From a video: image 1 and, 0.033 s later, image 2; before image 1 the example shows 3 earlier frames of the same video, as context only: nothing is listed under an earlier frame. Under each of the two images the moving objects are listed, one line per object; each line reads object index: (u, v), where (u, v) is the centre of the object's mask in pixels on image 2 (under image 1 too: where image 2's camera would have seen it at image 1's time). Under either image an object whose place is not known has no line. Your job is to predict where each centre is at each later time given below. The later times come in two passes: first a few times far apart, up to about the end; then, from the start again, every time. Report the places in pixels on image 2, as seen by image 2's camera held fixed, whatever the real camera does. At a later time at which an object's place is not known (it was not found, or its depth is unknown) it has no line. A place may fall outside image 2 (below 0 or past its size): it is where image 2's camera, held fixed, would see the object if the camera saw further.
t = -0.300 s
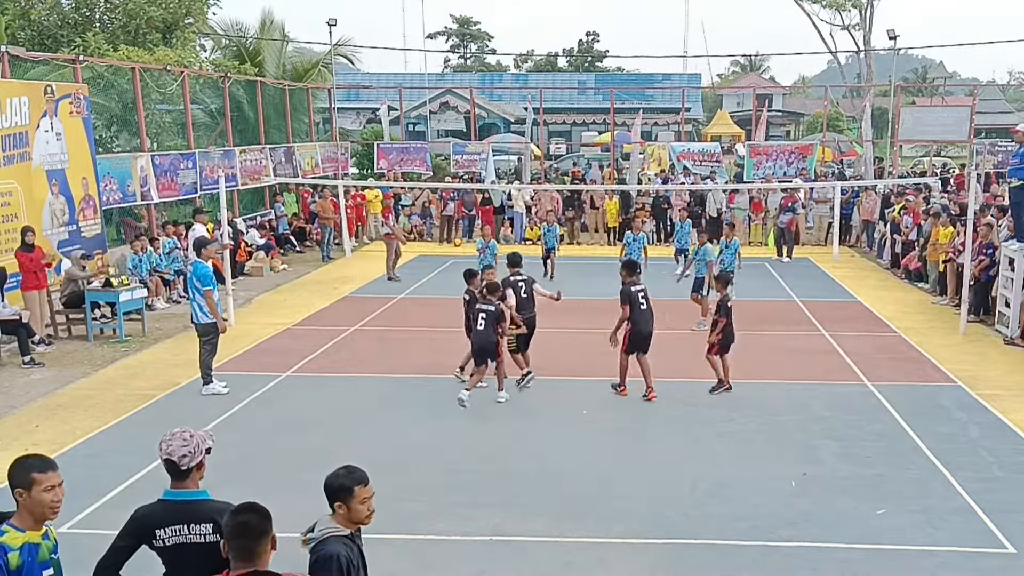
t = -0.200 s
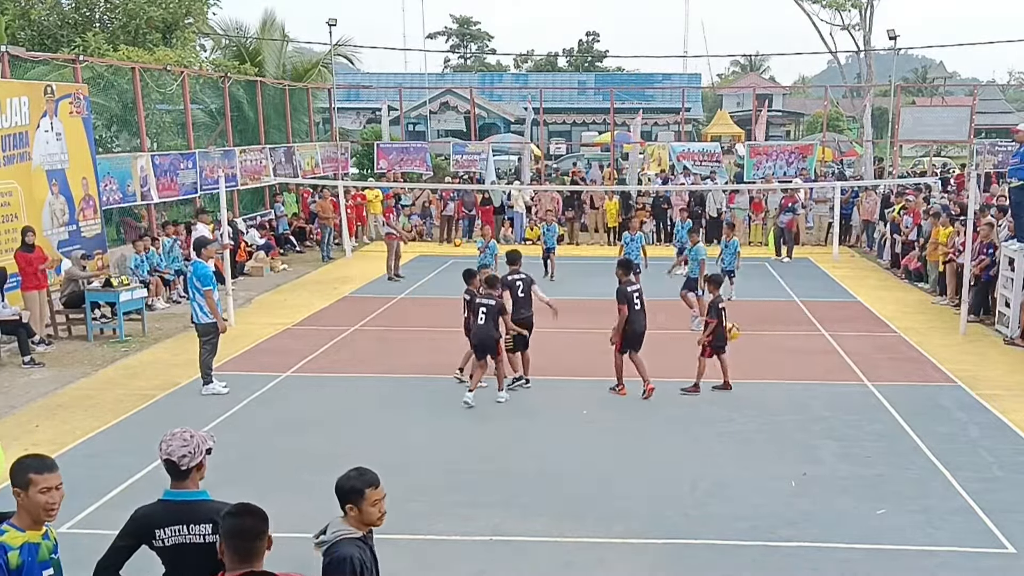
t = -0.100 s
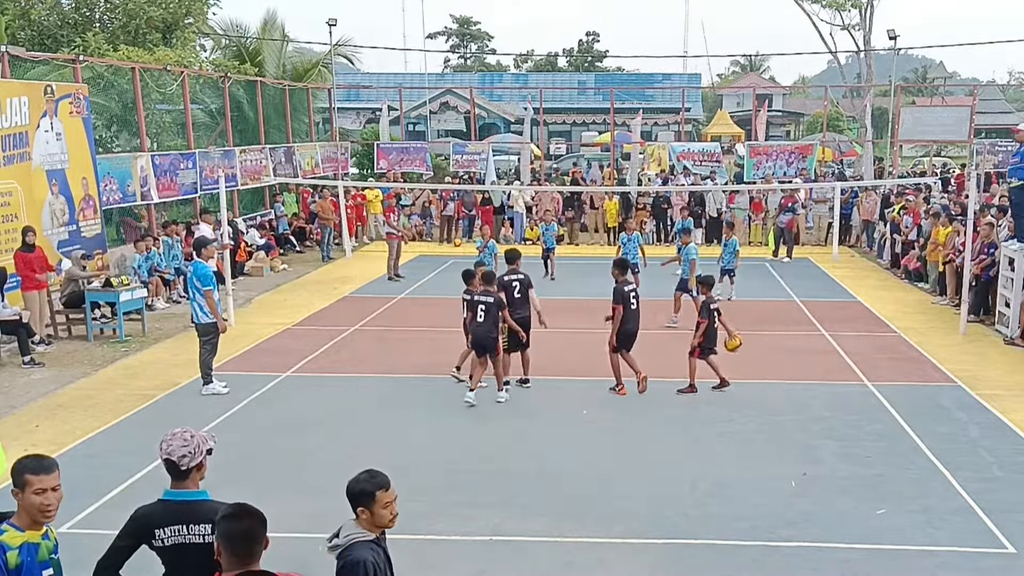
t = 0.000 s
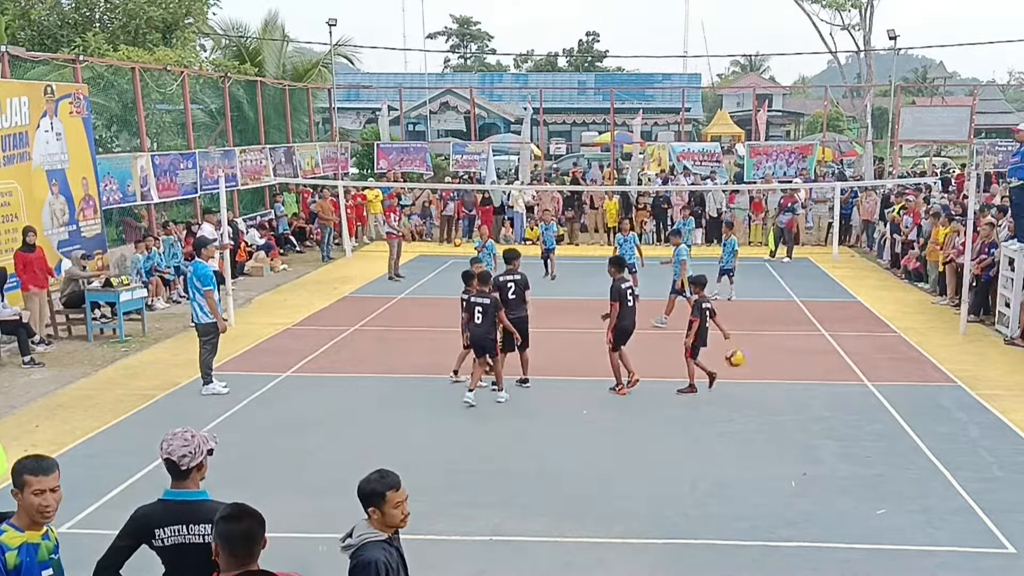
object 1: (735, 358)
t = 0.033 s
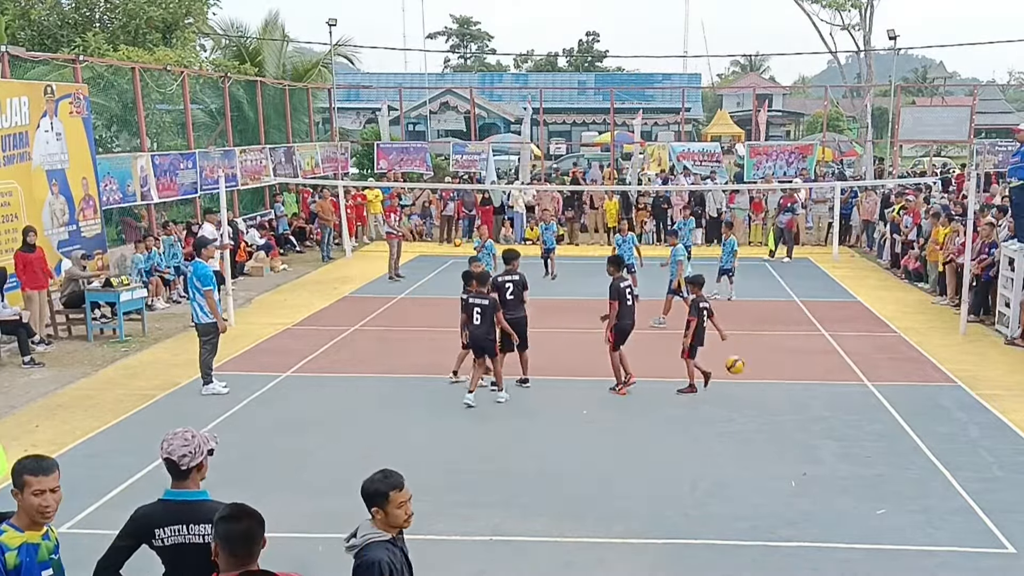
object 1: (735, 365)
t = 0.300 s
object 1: (741, 371)
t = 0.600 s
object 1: (749, 401)
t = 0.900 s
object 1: (755, 401)
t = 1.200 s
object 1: (760, 428)
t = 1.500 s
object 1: (767, 461)
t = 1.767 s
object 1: (777, 475)
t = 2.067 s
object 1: (788, 501)
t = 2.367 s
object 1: (801, 531)
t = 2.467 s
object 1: (806, 535)
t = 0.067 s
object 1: (735, 373)
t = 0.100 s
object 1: (736, 381)
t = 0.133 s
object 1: (736, 389)
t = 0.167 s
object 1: (737, 383)
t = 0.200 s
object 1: (738, 379)
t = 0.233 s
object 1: (739, 375)
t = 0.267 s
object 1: (740, 372)
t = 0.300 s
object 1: (741, 371)
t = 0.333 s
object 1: (742, 370)
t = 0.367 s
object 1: (743, 371)
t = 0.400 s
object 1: (744, 372)
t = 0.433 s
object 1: (745, 374)
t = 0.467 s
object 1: (746, 377)
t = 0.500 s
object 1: (747, 382)
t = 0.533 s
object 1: (748, 387)
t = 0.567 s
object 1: (749, 393)
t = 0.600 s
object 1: (749, 401)
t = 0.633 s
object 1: (750, 410)
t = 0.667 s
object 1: (751, 409)
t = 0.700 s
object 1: (752, 405)
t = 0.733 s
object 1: (752, 402)
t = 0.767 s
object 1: (752, 399)
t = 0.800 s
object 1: (753, 398)
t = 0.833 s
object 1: (754, 398)
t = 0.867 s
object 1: (755, 399)
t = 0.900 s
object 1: (755, 401)
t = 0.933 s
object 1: (755, 404)
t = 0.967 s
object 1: (755, 408)
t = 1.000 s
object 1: (756, 414)
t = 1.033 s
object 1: (756, 420)
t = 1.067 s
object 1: (757, 428)
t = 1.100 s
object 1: (757, 437)
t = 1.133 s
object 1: (758, 432)
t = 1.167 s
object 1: (759, 429)
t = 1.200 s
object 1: (760, 428)
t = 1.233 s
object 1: (761, 427)
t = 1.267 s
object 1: (762, 427)
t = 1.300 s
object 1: (762, 429)
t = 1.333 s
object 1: (763, 432)
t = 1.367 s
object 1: (764, 435)
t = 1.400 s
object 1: (765, 441)
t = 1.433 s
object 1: (766, 448)
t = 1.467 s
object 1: (766, 455)
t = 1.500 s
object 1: (767, 461)
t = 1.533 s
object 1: (769, 457)
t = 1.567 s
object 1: (770, 456)
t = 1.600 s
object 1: (771, 456)
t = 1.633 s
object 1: (772, 457)
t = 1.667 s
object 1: (773, 460)
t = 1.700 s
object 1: (774, 463)
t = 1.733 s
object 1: (775, 468)
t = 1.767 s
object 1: (777, 475)
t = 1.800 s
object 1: (778, 483)
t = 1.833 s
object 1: (779, 485)
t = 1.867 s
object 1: (781, 483)
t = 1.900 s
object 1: (782, 482)
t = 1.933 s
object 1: (784, 484)
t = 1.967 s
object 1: (785, 486)
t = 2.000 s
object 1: (786, 489)
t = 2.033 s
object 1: (787, 495)
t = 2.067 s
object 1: (788, 501)
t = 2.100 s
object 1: (790, 509)
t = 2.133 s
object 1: (792, 508)
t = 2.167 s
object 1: (793, 507)
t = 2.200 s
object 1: (794, 507)
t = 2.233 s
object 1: (796, 509)
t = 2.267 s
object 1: (797, 512)
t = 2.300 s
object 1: (798, 517)
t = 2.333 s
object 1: (800, 523)
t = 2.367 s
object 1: (801, 531)
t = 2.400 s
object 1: (803, 536)
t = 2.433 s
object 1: (804, 534)
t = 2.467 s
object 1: (806, 535)
